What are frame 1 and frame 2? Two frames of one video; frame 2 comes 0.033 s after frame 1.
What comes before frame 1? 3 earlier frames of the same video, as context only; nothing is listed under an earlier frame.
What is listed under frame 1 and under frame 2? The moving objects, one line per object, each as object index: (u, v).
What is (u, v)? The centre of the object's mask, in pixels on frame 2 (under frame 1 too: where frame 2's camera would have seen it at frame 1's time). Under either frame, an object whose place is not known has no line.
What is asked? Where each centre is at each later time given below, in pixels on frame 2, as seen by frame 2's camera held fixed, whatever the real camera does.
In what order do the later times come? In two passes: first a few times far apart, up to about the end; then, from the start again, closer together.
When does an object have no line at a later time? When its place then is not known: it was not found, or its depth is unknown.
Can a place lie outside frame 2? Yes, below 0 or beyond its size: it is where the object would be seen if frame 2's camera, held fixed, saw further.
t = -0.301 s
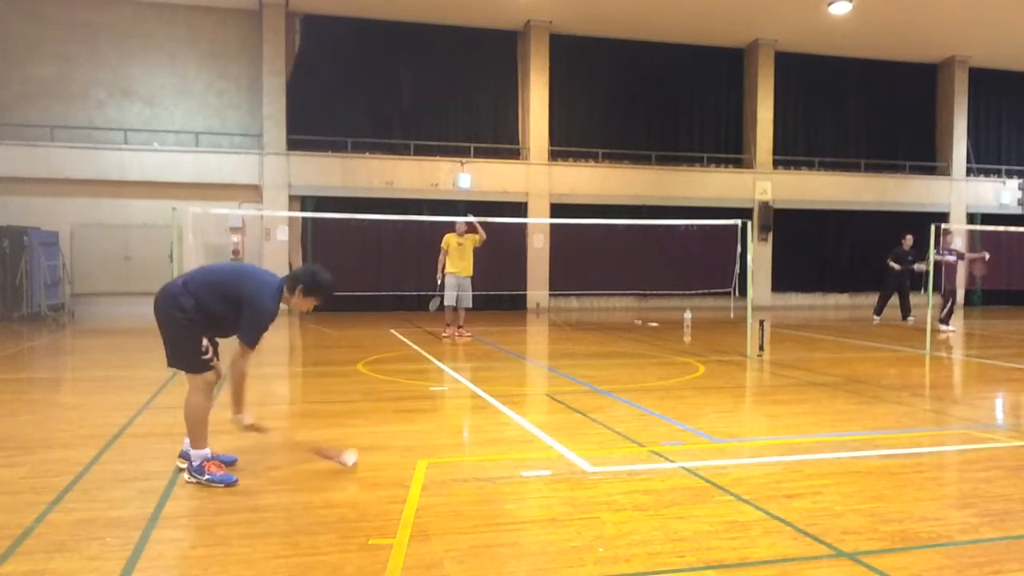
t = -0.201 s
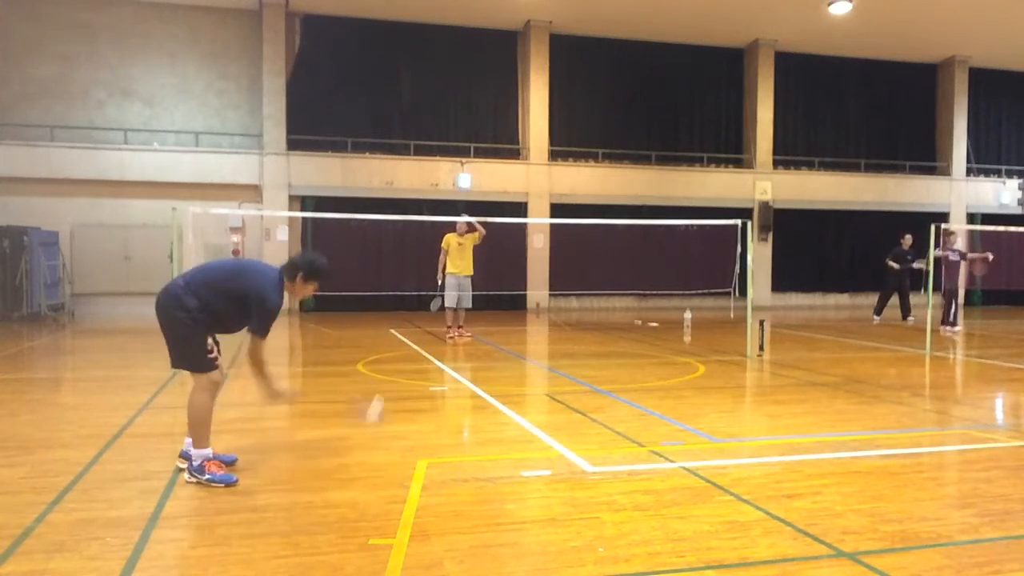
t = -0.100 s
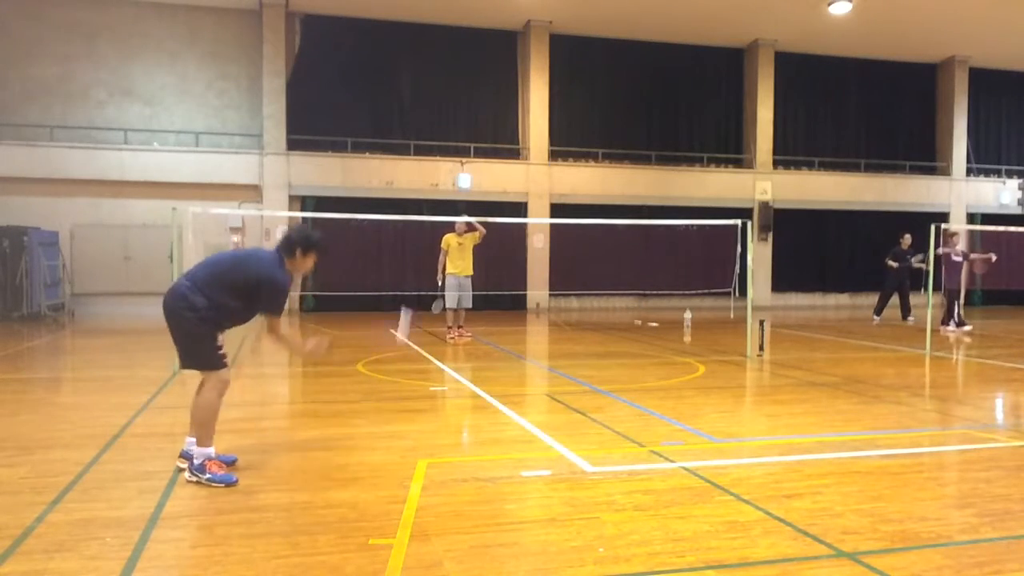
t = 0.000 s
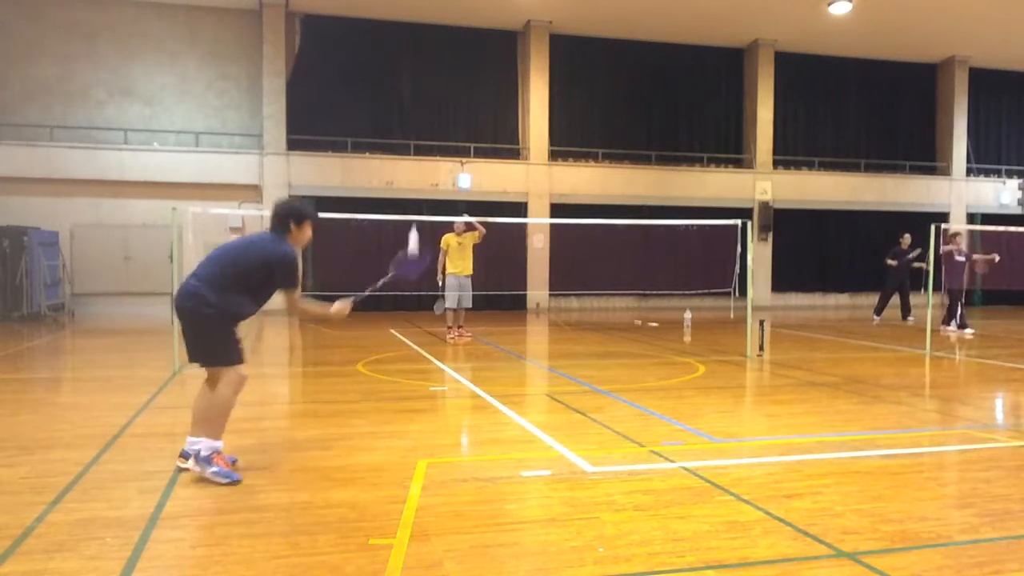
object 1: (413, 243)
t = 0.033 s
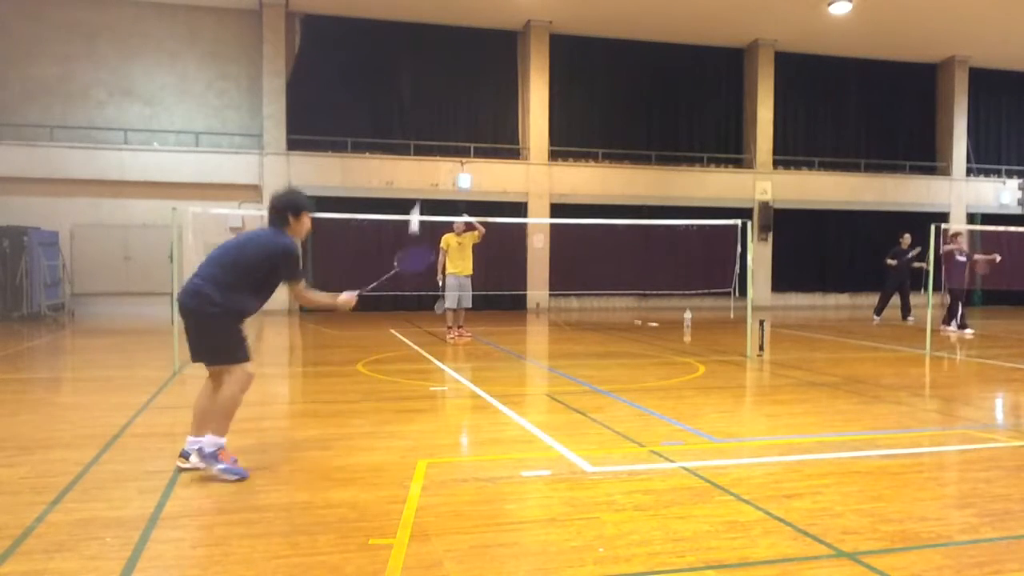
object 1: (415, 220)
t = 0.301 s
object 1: (444, 116)
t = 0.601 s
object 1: (472, 143)
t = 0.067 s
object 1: (416, 201)
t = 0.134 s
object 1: (424, 164)
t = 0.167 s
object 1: (428, 150)
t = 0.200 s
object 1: (432, 139)
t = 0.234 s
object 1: (436, 130)
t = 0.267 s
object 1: (440, 122)
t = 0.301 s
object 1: (444, 116)
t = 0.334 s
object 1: (447, 112)
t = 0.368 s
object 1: (451, 109)
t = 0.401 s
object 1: (454, 109)
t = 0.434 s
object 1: (458, 111)
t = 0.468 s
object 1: (461, 114)
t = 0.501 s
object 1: (464, 119)
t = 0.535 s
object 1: (467, 125)
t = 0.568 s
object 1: (469, 134)
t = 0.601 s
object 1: (472, 143)
